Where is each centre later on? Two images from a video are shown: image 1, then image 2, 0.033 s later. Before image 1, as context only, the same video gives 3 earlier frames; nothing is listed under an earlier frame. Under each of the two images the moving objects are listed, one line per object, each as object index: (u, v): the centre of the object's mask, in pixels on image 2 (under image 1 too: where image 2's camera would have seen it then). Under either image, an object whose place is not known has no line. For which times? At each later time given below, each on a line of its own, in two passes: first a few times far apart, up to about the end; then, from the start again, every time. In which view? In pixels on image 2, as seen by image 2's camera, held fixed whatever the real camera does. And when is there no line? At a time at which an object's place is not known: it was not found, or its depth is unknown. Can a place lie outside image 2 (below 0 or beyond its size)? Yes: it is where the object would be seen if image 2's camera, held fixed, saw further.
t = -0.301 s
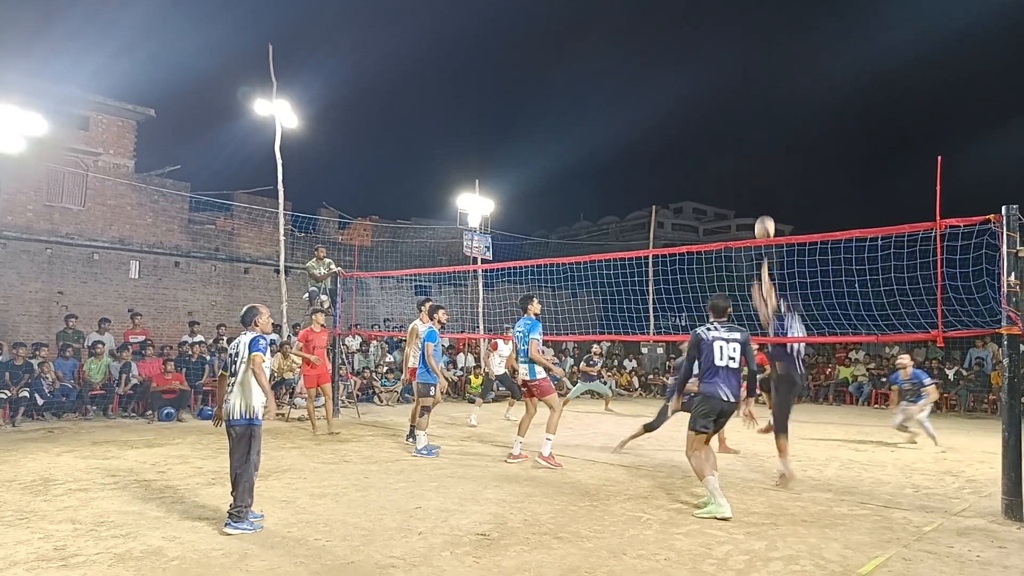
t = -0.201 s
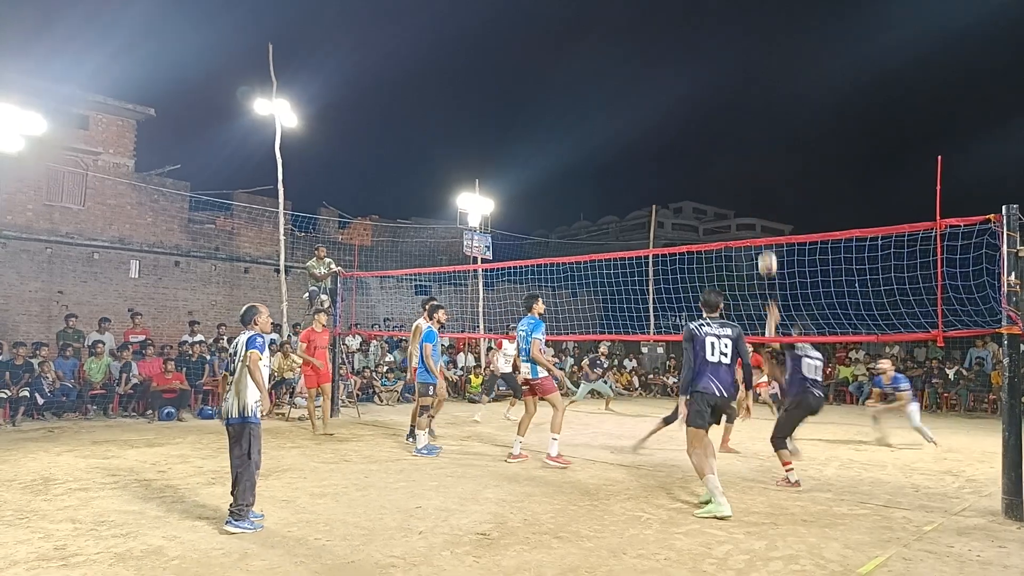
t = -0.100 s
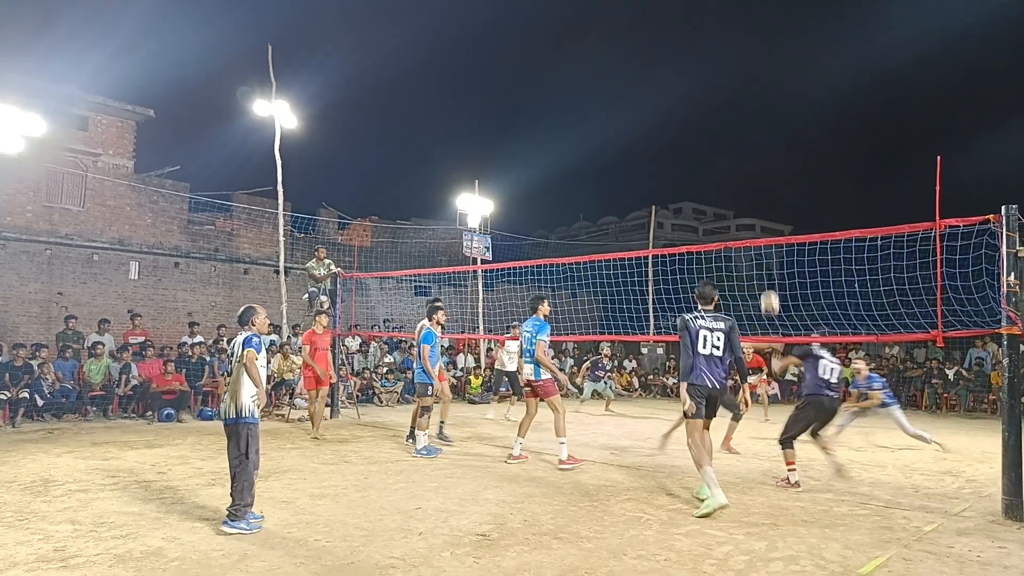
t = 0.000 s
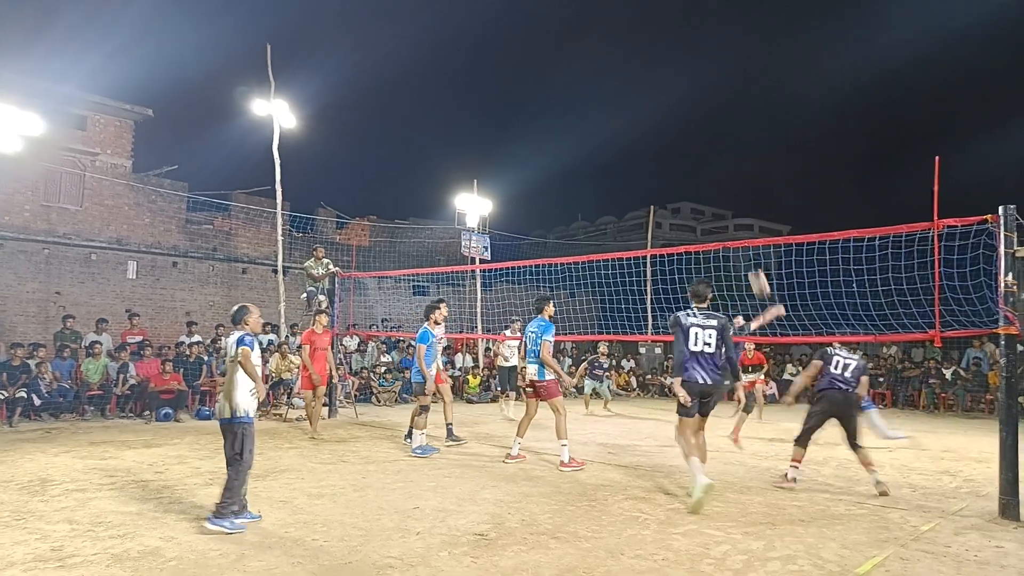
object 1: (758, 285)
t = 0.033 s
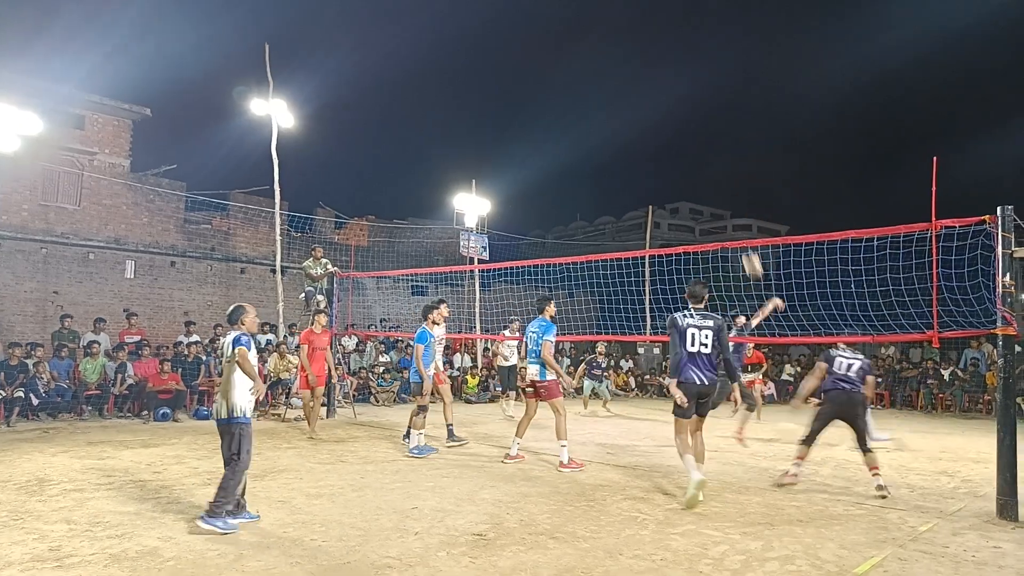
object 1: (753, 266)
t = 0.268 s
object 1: (716, 161)
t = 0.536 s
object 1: (679, 100)
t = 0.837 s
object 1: (643, 91)
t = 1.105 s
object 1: (613, 127)
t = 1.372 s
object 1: (587, 197)
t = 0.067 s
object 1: (747, 247)
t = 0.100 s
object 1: (741, 228)
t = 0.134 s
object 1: (736, 212)
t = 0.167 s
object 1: (731, 198)
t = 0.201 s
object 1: (726, 185)
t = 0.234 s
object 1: (721, 172)
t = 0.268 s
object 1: (716, 161)
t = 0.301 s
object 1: (711, 150)
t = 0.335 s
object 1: (706, 140)
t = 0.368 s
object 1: (702, 131)
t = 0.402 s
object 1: (697, 123)
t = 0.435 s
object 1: (693, 116)
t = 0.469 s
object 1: (688, 110)
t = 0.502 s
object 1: (684, 104)
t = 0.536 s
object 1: (679, 100)
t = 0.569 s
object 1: (675, 96)
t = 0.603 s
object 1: (671, 93)
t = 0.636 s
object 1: (667, 90)
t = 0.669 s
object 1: (662, 89)
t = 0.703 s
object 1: (658, 88)
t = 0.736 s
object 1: (654, 88)
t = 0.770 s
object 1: (651, 88)
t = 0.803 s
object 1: (646, 90)
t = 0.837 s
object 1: (643, 91)
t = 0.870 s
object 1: (639, 94)
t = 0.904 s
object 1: (635, 97)
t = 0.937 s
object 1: (631, 100)
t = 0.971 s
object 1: (628, 104)
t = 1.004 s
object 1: (624, 109)
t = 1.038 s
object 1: (620, 115)
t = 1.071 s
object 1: (617, 121)
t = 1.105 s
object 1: (613, 127)
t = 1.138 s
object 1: (610, 134)
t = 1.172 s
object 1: (606, 142)
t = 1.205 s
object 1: (603, 150)
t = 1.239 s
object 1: (600, 158)
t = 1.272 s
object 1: (597, 167)
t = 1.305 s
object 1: (593, 177)
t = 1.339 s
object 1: (590, 187)
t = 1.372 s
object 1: (587, 197)
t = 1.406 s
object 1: (584, 209)
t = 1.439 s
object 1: (581, 219)
